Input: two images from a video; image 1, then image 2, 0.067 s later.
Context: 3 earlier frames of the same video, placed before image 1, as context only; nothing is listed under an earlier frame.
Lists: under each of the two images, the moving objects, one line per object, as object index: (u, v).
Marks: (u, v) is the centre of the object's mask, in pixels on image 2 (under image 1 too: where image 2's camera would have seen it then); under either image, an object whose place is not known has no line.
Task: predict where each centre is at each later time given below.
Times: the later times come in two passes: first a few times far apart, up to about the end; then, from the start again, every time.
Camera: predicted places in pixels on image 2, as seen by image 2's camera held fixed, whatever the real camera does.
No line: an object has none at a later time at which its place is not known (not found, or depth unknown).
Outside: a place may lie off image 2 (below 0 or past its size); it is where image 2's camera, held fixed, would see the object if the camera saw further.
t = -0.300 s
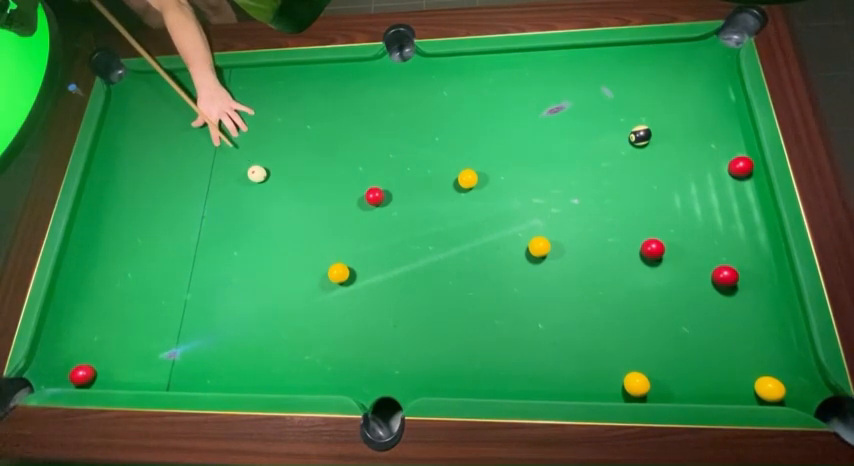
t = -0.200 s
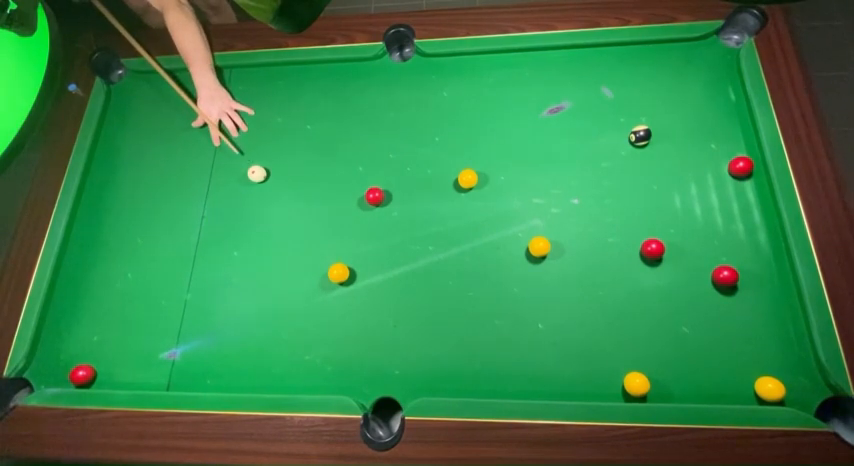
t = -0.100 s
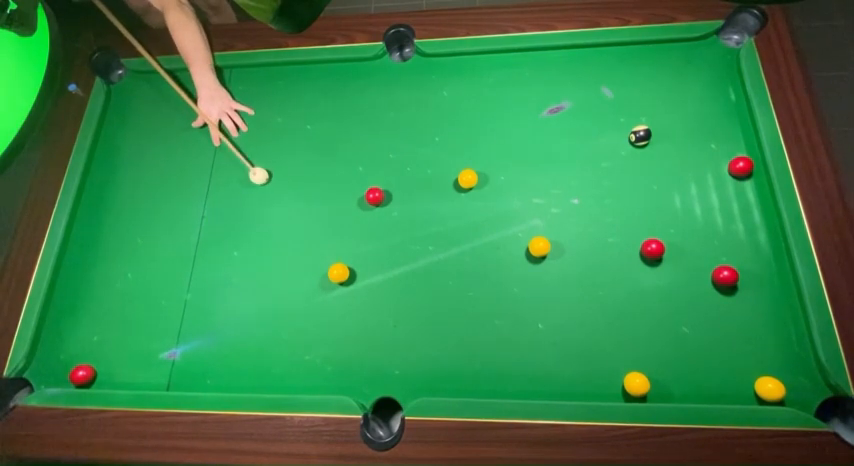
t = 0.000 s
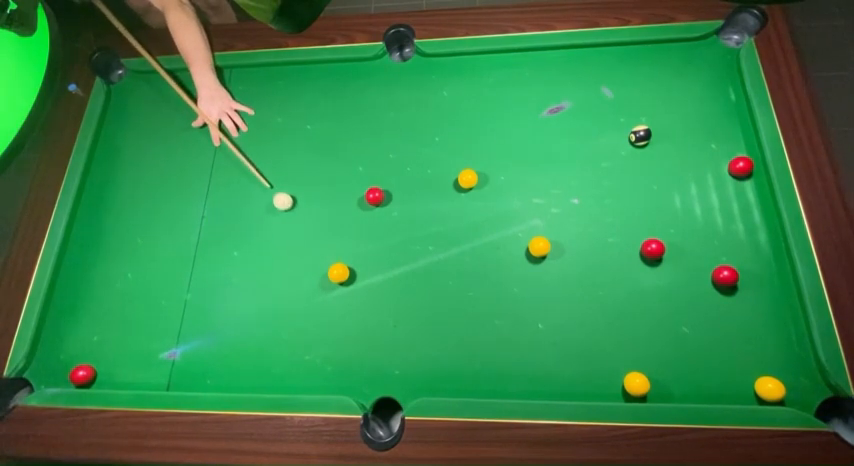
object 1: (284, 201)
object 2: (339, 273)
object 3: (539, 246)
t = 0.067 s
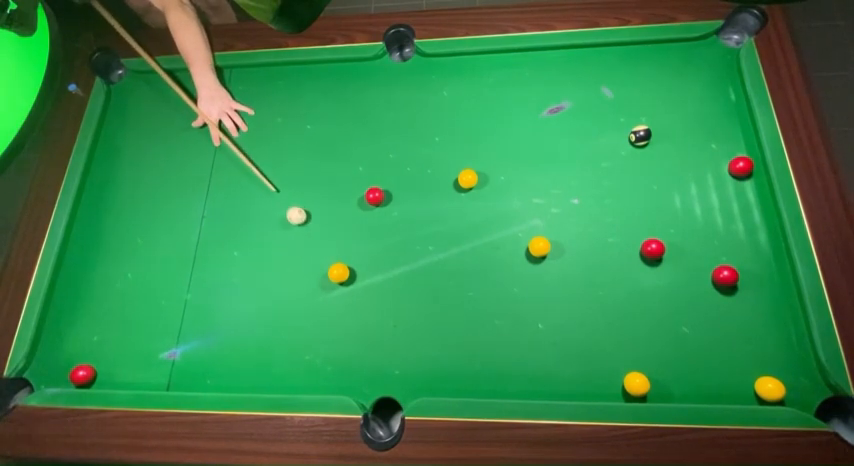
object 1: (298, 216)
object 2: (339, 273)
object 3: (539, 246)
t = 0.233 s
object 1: (329, 249)
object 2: (339, 273)
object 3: (539, 246)
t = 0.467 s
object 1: (359, 253)
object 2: (350, 306)
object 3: (539, 246)
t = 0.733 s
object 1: (389, 252)
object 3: (539, 246)
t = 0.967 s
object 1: (413, 252)
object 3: (539, 246)
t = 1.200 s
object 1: (436, 251)
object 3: (539, 246)
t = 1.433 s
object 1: (453, 250)
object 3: (539, 246)
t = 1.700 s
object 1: (474, 248)
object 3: (539, 246)
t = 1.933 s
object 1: (492, 247)
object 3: (539, 246)
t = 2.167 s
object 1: (507, 246)
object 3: (539, 246)
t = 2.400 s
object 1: (518, 245)
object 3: (540, 246)
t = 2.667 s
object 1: (519, 245)
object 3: (547, 246)
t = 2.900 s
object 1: (518, 245)
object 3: (549, 246)
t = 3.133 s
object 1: (518, 245)
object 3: (550, 246)
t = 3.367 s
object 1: (518, 245)
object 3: (550, 246)
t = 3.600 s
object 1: (518, 245)
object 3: (550, 246)
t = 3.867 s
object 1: (518, 245)
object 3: (551, 246)
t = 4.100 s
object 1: (518, 245)
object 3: (551, 246)
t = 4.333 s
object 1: (518, 245)
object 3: (551, 246)
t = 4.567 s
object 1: (518, 245)
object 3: (551, 246)
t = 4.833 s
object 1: (518, 245)
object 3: (551, 246)
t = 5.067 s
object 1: (518, 245)
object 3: (551, 246)
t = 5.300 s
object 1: (518, 245)
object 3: (551, 246)
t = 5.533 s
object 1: (518, 245)
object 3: (551, 246)
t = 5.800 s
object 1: (518, 245)
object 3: (550, 246)
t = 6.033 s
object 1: (518, 245)
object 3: (551, 246)
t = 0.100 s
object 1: (304, 222)
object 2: (339, 273)
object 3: (539, 246)
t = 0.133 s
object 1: (310, 229)
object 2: (339, 273)
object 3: (539, 246)
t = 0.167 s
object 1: (316, 236)
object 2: (339, 273)
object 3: (539, 246)
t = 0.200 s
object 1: (322, 242)
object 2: (339, 273)
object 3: (539, 246)
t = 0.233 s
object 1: (329, 249)
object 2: (339, 273)
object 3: (539, 246)
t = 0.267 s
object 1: (335, 255)
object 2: (339, 273)
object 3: (539, 246)
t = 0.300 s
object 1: (339, 255)
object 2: (341, 279)
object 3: (539, 246)
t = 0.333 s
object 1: (343, 254)
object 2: (343, 285)
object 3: (539, 246)
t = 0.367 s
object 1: (347, 253)
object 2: (345, 291)
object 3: (539, 246)
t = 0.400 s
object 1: (351, 253)
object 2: (347, 296)
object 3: (539, 246)
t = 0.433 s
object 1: (355, 253)
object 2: (349, 301)
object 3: (539, 246)
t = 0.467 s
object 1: (359, 253)
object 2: (350, 306)
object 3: (539, 246)
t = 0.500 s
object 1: (362, 253)
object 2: (352, 311)
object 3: (539, 246)
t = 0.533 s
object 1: (366, 253)
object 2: (354, 316)
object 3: (539, 246)
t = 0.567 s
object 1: (370, 253)
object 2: (355, 321)
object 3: (539, 246)
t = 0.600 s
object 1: (374, 253)
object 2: (357, 326)
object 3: (539, 246)
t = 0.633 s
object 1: (378, 253)
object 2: (359, 331)
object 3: (539, 246)
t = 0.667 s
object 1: (381, 252)
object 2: (361, 336)
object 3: (539, 246)
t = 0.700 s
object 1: (385, 252)
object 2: (363, 341)
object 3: (539, 246)
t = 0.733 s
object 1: (389, 252)
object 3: (539, 246)
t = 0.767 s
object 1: (392, 252)
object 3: (539, 246)
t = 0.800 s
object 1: (396, 252)
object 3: (539, 246)
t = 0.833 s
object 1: (399, 252)
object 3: (539, 246)
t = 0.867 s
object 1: (403, 252)
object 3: (539, 246)
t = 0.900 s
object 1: (406, 252)
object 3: (539, 246)
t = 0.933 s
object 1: (409, 252)
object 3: (539, 246)
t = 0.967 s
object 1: (413, 252)
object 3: (539, 246)
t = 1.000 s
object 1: (416, 252)
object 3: (539, 246)
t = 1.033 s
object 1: (420, 252)
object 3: (539, 246)
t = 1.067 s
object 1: (423, 252)
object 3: (539, 246)
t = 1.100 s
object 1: (426, 252)
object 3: (539, 246)
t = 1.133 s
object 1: (428, 251)
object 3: (539, 246)
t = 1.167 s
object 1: (432, 251)
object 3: (539, 246)
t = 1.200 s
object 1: (436, 251)
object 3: (539, 246)
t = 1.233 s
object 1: (439, 251)
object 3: (539, 246)
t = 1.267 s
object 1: (441, 251)
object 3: (539, 246)
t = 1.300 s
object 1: (443, 250)
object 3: (539, 246)
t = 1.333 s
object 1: (444, 250)
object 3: (539, 246)
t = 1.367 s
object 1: (447, 250)
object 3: (539, 246)
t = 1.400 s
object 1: (450, 250)
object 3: (539, 246)
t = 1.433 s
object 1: (453, 250)
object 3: (539, 246)
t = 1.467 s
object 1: (456, 249)
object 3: (539, 246)
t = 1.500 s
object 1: (458, 249)
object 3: (539, 246)
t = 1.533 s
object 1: (461, 249)
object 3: (539, 246)
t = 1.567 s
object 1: (464, 249)
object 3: (539, 246)
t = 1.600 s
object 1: (467, 248)
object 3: (539, 246)
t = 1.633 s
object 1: (469, 248)
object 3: (539, 246)
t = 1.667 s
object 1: (472, 248)
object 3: (539, 246)
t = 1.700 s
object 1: (474, 248)
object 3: (539, 246)
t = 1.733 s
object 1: (477, 248)
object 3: (539, 246)
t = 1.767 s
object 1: (480, 248)
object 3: (539, 246)
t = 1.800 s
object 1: (482, 248)
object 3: (539, 246)
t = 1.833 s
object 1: (484, 247)
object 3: (539, 246)
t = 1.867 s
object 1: (487, 247)
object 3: (539, 246)
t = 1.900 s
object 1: (489, 247)
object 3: (539, 246)
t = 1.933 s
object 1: (492, 247)
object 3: (539, 246)
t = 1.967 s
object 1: (494, 247)
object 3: (539, 246)
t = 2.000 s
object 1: (496, 247)
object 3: (539, 246)
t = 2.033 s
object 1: (498, 247)
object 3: (539, 246)
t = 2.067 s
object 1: (501, 247)
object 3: (539, 246)
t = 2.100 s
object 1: (503, 246)
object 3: (539, 246)
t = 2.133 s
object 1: (505, 246)
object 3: (539, 246)
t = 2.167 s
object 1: (507, 246)
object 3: (539, 246)
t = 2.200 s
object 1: (509, 246)
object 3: (539, 246)
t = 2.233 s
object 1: (511, 246)
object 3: (539, 246)
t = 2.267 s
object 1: (513, 246)
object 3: (539, 246)
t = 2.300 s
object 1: (515, 246)
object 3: (539, 246)
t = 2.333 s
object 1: (517, 245)
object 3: (539, 246)
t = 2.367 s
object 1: (518, 245)
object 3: (539, 246)
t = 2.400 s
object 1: (518, 245)
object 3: (540, 246)
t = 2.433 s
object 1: (519, 245)
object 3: (541, 246)
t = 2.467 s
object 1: (519, 245)
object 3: (542, 246)
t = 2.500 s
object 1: (519, 244)
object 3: (543, 246)
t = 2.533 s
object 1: (519, 244)
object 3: (544, 246)
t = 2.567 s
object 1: (519, 244)
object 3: (544, 246)
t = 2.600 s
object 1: (519, 244)
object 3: (545, 246)
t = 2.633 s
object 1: (519, 245)
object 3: (546, 246)
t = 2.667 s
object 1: (519, 245)
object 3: (547, 246)
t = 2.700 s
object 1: (519, 245)
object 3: (547, 246)
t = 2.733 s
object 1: (519, 245)
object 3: (548, 246)
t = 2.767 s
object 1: (519, 245)
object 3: (548, 246)
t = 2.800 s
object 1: (519, 245)
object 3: (549, 246)
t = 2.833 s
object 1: (519, 245)
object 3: (549, 246)
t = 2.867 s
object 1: (518, 245)
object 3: (549, 246)
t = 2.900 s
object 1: (518, 245)
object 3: (549, 246)
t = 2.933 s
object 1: (518, 245)
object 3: (549, 246)
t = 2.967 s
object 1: (518, 245)
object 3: (550, 246)
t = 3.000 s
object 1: (518, 245)
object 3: (550, 246)
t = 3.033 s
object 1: (518, 245)
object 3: (550, 246)
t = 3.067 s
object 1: (518, 245)
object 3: (550, 246)
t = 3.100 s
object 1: (518, 245)
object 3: (550, 246)
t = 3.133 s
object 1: (518, 245)
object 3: (550, 246)
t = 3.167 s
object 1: (518, 245)
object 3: (550, 246)
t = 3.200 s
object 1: (518, 245)
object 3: (550, 246)
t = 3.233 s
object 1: (518, 245)
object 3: (550, 246)
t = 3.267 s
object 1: (518, 245)
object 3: (550, 246)
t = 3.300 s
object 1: (518, 245)
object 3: (550, 246)
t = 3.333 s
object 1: (518, 245)
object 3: (550, 246)
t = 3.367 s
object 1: (518, 245)
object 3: (550, 246)
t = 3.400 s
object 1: (518, 245)
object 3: (550, 246)
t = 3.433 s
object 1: (518, 245)
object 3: (550, 246)
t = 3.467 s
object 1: (518, 245)
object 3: (550, 246)
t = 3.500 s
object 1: (518, 245)
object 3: (550, 246)
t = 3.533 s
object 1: (518, 245)
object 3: (550, 246)
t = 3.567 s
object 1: (518, 245)
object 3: (550, 246)
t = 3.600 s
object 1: (518, 245)
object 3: (550, 246)
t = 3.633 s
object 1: (518, 245)
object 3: (550, 246)
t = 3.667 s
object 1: (518, 245)
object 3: (550, 246)
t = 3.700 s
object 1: (518, 245)
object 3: (550, 246)
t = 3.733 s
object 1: (518, 245)
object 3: (551, 246)
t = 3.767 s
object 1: (518, 245)
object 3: (550, 246)
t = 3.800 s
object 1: (518, 245)
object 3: (551, 246)
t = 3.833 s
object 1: (518, 245)
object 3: (551, 246)
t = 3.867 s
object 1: (518, 245)
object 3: (551, 246)
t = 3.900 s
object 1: (518, 245)
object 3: (551, 246)
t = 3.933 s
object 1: (518, 245)
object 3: (551, 246)
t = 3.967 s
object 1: (518, 245)
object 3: (551, 246)
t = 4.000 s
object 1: (518, 245)
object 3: (551, 246)
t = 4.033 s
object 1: (518, 245)
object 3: (551, 246)
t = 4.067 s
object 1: (518, 245)
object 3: (551, 246)
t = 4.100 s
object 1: (518, 245)
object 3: (551, 246)
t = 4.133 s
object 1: (518, 245)
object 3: (551, 246)
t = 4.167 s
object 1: (518, 245)
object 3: (551, 246)
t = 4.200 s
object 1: (518, 245)
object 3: (551, 246)
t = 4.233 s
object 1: (518, 245)
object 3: (551, 246)
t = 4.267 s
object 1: (518, 245)
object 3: (551, 246)
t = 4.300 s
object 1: (518, 245)
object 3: (551, 246)
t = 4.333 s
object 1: (518, 245)
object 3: (551, 246)
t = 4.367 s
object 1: (518, 245)
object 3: (551, 246)
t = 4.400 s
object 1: (518, 245)
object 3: (551, 246)
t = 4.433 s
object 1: (518, 245)
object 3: (551, 246)
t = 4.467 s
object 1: (518, 245)
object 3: (551, 246)
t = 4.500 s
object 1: (518, 245)
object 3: (551, 246)
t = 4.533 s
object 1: (518, 245)
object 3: (551, 246)
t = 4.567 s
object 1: (518, 245)
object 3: (551, 246)
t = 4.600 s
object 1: (518, 245)
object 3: (551, 246)
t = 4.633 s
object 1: (518, 245)
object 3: (551, 246)
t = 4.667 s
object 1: (518, 245)
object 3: (551, 246)
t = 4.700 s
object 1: (518, 245)
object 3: (551, 246)
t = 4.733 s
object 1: (518, 245)
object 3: (551, 246)
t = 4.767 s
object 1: (518, 245)
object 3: (551, 246)
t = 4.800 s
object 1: (518, 245)
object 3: (551, 246)
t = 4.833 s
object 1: (518, 245)
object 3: (551, 246)
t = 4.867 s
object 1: (518, 245)
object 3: (551, 246)
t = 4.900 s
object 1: (518, 245)
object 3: (551, 246)
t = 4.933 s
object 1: (518, 245)
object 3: (551, 246)
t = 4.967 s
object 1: (518, 245)
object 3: (551, 246)
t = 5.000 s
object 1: (518, 245)
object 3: (551, 246)
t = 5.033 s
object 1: (518, 245)
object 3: (551, 246)
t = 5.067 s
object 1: (518, 245)
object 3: (551, 246)
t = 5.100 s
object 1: (518, 245)
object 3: (551, 246)
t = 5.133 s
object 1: (518, 245)
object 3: (551, 246)
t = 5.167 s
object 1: (518, 245)
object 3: (551, 246)
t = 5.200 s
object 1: (518, 245)
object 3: (551, 246)
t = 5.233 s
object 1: (518, 245)
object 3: (551, 246)
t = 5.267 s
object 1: (518, 245)
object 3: (551, 246)
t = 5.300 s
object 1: (518, 245)
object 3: (551, 246)
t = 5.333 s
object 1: (518, 245)
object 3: (551, 246)
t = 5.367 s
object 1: (518, 245)
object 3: (551, 246)
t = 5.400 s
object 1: (518, 245)
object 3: (551, 246)
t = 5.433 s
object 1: (518, 245)
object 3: (551, 246)
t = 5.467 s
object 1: (518, 245)
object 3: (551, 246)
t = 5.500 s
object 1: (518, 245)
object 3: (551, 246)
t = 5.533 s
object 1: (518, 245)
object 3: (551, 246)
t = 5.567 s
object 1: (518, 245)
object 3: (551, 246)
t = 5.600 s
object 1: (518, 245)
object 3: (551, 246)
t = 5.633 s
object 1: (518, 245)
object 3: (551, 246)
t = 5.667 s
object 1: (518, 245)
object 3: (551, 246)
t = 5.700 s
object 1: (518, 245)
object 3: (551, 246)
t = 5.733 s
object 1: (518, 245)
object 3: (551, 246)
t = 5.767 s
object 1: (518, 245)
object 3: (550, 246)
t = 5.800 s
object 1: (518, 245)
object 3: (550, 246)
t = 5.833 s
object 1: (518, 245)
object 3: (550, 246)
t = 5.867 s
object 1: (518, 245)
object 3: (551, 246)
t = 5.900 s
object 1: (518, 245)
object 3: (551, 246)
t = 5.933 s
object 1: (518, 245)
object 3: (551, 246)
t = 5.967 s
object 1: (518, 245)
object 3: (550, 246)
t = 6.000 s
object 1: (518, 245)
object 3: (550, 246)
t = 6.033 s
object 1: (518, 245)
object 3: (551, 246)
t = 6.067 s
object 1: (518, 245)
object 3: (551, 246)
